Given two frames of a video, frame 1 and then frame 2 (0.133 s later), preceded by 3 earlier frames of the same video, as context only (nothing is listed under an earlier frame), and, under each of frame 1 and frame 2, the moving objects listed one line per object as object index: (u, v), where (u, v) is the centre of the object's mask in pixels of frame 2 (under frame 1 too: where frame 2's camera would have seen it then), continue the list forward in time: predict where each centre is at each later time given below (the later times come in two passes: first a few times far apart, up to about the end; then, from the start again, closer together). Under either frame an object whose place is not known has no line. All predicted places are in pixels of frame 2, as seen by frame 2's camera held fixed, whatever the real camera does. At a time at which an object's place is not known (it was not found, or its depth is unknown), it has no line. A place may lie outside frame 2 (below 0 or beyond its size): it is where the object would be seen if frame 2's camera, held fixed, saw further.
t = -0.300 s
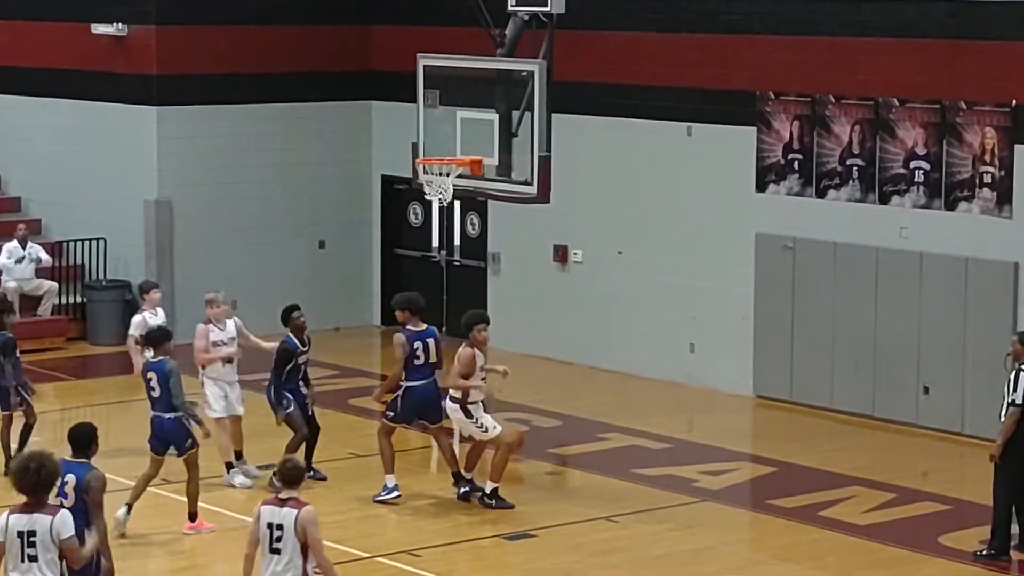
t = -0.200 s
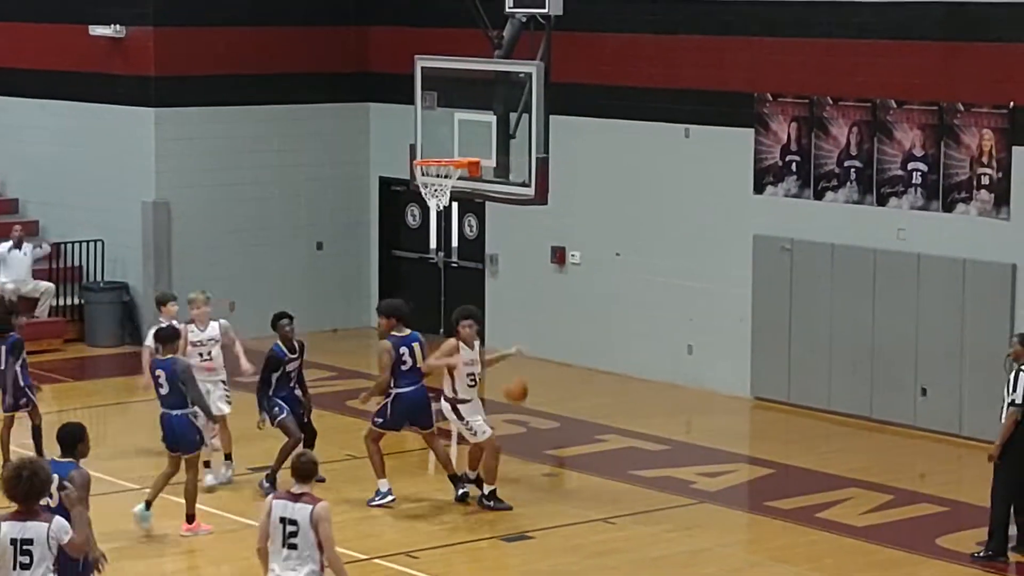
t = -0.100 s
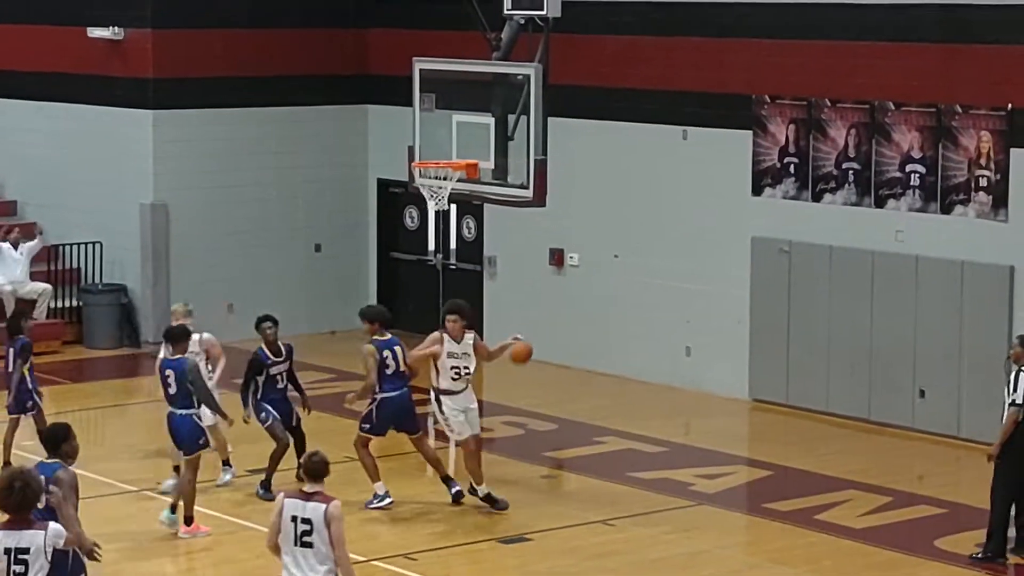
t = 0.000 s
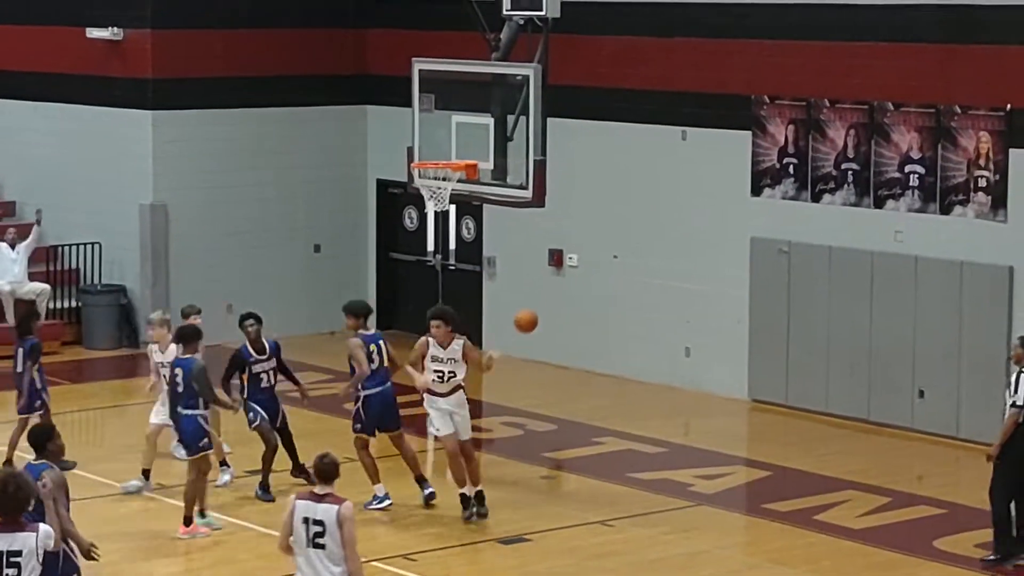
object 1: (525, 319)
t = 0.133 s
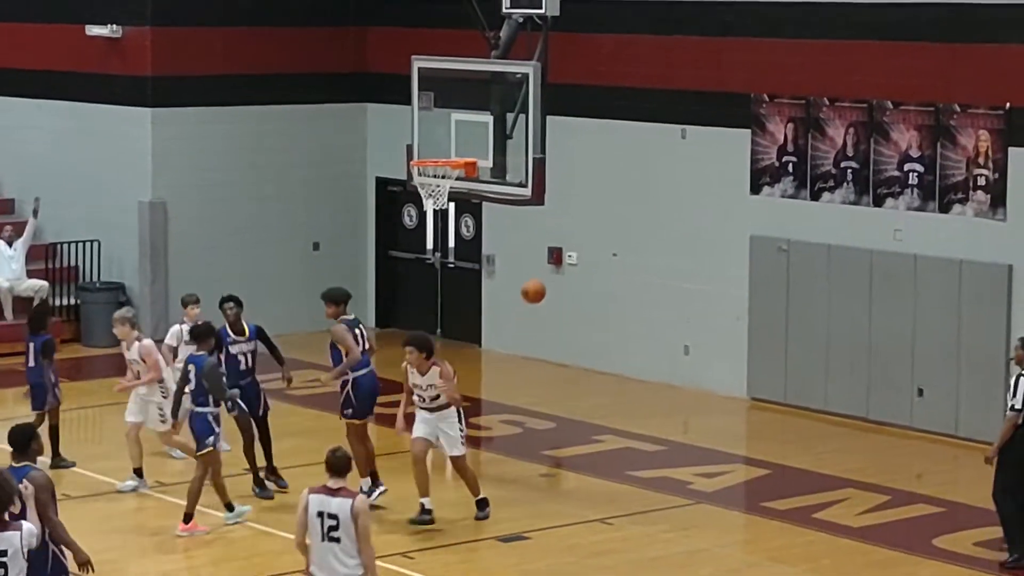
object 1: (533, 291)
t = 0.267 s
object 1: (542, 282)
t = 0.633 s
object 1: (564, 345)
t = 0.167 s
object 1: (536, 287)
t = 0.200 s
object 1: (538, 284)
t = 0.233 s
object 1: (539, 283)
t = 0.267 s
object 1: (542, 282)
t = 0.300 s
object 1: (544, 282)
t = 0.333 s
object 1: (545, 283)
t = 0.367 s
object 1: (548, 286)
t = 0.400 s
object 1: (550, 289)
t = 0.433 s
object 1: (552, 294)
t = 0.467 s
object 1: (554, 299)
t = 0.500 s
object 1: (555, 307)
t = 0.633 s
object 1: (564, 345)
